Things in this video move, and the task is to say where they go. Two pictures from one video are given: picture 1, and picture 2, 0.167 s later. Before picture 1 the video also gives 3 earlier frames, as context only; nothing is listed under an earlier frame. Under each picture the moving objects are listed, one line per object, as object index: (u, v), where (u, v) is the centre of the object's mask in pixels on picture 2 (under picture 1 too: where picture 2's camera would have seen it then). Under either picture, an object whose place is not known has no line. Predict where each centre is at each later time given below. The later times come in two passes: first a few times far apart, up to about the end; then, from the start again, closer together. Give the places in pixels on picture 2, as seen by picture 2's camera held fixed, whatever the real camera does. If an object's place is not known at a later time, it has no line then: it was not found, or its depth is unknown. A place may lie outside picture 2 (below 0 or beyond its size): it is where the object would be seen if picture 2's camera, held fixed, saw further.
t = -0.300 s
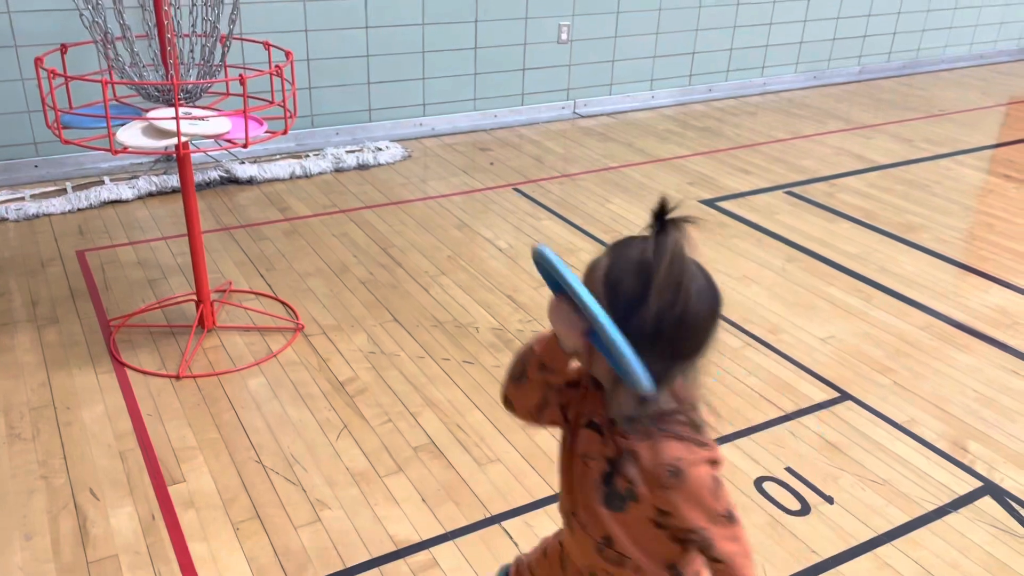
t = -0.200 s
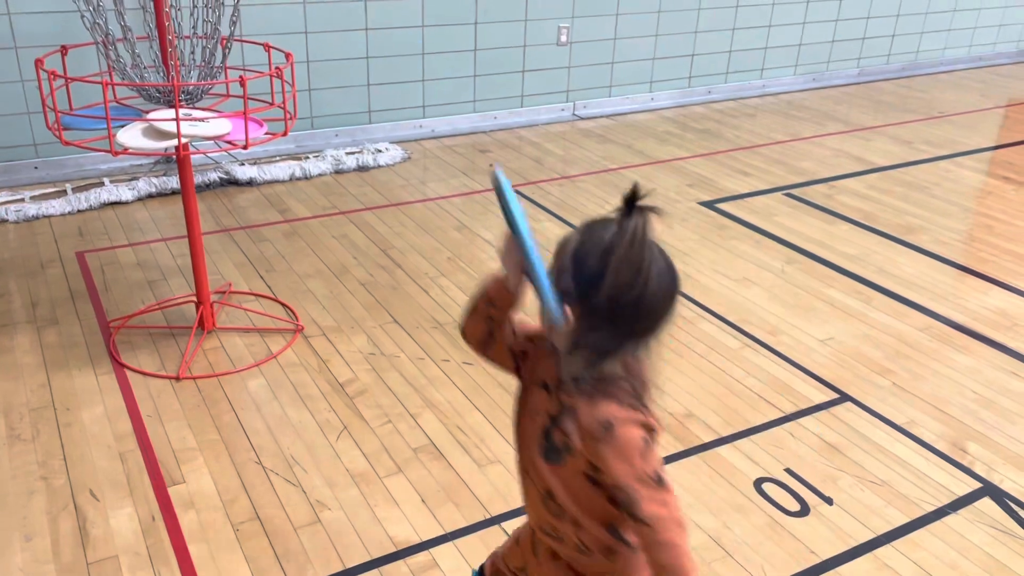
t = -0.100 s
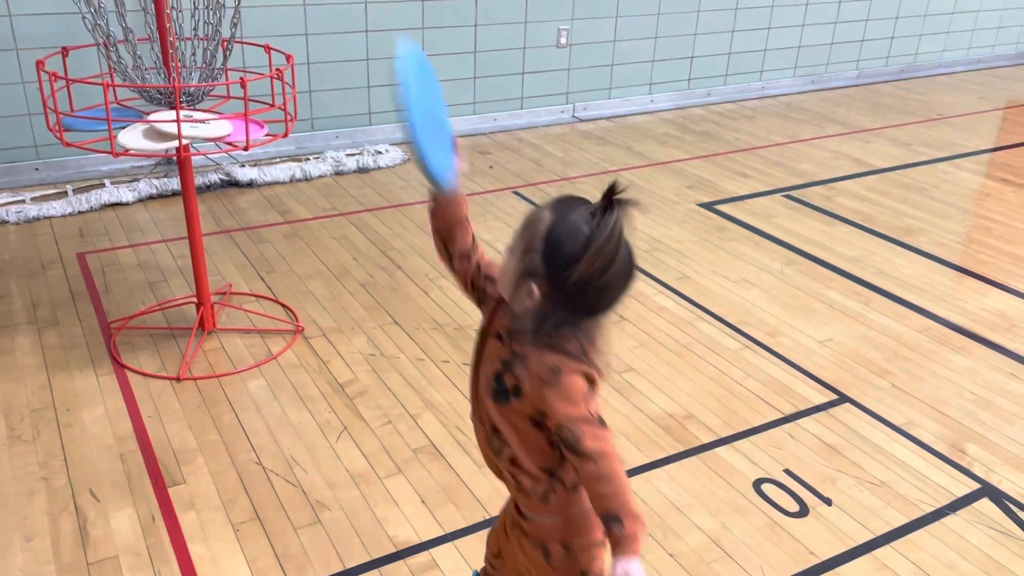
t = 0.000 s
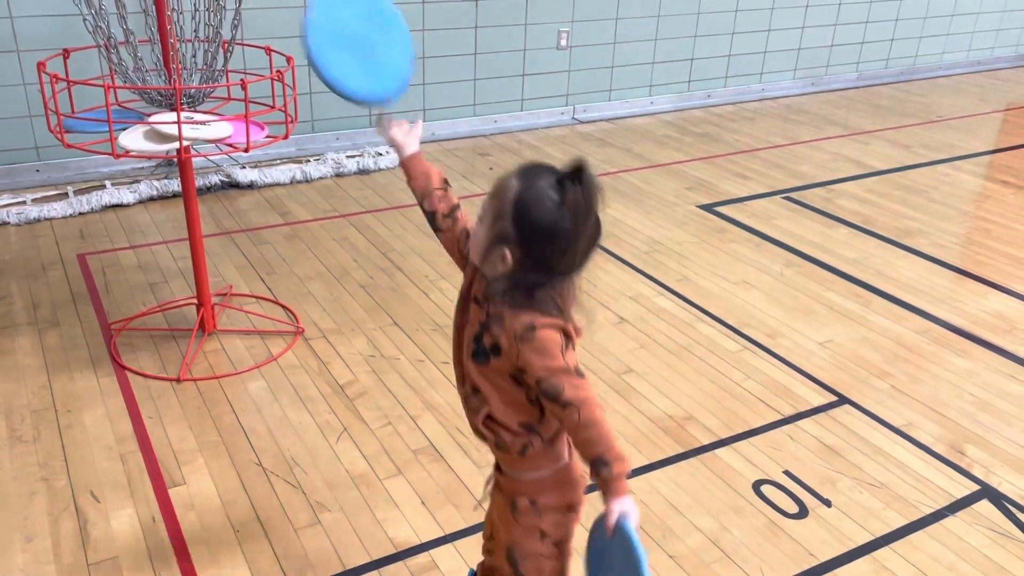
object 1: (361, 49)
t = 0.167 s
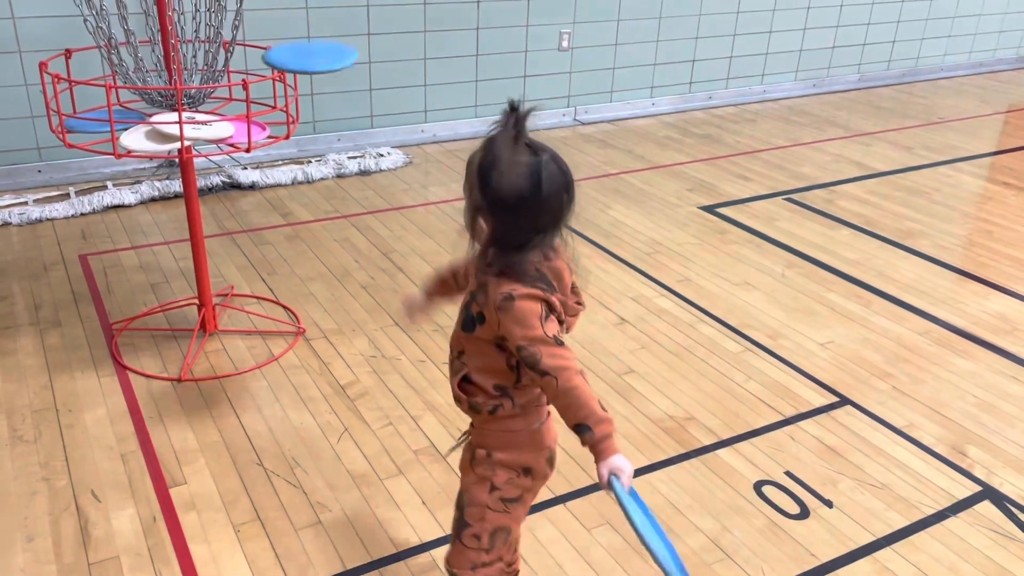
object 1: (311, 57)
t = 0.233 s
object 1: (297, 86)
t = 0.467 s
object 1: (374, 267)
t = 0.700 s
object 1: (388, 267)
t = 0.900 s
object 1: (374, 242)
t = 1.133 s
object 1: (358, 227)
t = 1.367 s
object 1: (372, 219)
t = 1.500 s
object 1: (347, 204)
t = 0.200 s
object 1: (303, 70)
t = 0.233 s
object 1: (297, 86)
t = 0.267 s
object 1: (302, 104)
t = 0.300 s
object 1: (316, 127)
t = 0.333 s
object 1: (330, 154)
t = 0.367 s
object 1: (343, 181)
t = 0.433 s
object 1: (365, 237)
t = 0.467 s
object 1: (374, 267)
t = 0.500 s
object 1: (381, 289)
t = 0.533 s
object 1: (382, 279)
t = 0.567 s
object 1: (382, 271)
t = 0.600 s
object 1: (383, 266)
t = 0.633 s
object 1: (383, 265)
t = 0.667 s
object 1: (384, 267)
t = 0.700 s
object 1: (388, 267)
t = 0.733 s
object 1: (392, 268)
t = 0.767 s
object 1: (395, 268)
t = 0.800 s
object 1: (391, 259)
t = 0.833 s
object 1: (386, 252)
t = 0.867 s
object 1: (380, 246)
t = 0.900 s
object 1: (374, 242)
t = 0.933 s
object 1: (369, 242)
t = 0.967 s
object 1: (364, 243)
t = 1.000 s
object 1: (360, 245)
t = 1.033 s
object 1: (357, 246)
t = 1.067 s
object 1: (355, 240)
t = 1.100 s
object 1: (357, 233)
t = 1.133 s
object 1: (358, 227)
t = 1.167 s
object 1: (361, 222)
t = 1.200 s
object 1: (364, 219)
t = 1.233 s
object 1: (367, 218)
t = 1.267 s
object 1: (369, 218)
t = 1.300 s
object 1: (372, 220)
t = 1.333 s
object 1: (373, 223)
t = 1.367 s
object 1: (372, 219)
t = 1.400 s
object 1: (364, 214)
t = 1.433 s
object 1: (359, 208)
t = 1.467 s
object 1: (353, 205)
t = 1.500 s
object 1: (347, 204)
